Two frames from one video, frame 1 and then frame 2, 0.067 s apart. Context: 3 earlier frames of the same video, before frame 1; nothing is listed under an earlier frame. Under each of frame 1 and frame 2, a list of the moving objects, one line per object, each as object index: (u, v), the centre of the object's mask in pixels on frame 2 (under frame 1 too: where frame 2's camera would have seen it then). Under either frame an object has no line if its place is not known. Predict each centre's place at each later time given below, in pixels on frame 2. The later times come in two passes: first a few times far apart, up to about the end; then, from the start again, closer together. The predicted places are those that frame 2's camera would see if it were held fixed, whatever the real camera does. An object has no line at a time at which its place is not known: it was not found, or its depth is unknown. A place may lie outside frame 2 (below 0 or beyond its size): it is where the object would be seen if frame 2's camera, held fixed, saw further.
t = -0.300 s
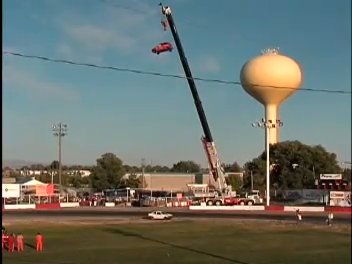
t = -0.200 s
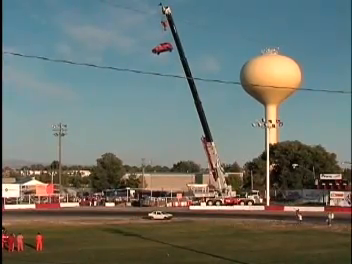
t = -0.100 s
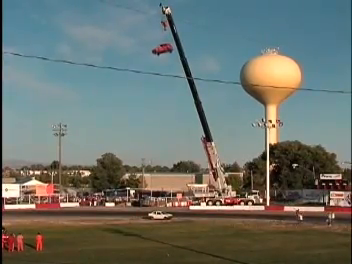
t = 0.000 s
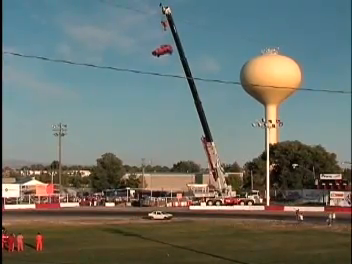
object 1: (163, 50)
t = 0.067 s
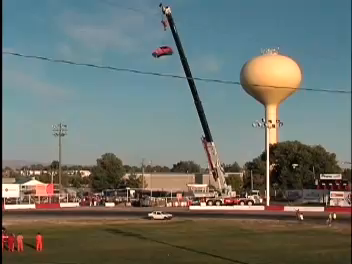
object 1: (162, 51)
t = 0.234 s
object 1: (162, 56)
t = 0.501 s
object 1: (162, 66)
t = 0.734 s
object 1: (163, 78)
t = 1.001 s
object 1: (162, 95)
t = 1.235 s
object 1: (161, 112)
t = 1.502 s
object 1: (161, 136)
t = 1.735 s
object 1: (160, 156)
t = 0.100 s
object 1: (162, 52)
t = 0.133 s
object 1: (162, 53)
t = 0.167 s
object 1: (162, 54)
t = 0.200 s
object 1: (162, 55)
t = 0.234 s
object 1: (162, 56)
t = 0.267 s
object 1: (162, 57)
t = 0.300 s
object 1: (162, 58)
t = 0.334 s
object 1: (162, 59)
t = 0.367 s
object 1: (162, 60)
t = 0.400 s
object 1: (162, 62)
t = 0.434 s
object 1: (162, 63)
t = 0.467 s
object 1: (162, 64)
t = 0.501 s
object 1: (162, 66)
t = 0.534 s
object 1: (162, 67)
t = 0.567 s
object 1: (162, 69)
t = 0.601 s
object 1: (162, 71)
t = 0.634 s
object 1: (162, 72)
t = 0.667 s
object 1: (162, 74)
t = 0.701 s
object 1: (162, 76)
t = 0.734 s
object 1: (163, 78)
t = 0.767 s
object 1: (163, 80)
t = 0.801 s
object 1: (162, 82)
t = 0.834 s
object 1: (162, 84)
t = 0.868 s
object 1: (162, 86)
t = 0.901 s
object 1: (162, 88)
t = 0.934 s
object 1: (163, 90)
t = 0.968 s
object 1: (162, 93)
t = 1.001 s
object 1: (162, 95)
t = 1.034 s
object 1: (162, 98)
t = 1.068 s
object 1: (162, 100)
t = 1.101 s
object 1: (162, 102)
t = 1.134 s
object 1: (161, 105)
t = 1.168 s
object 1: (162, 107)
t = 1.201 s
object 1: (162, 110)
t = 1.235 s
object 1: (161, 112)
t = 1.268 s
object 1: (161, 115)
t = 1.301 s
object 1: (161, 118)
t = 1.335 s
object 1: (161, 121)
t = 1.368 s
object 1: (160, 124)
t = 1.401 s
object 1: (160, 127)
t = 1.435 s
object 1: (161, 130)
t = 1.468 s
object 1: (160, 133)
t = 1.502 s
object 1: (161, 136)
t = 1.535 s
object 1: (161, 138)
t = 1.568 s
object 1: (161, 142)
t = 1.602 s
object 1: (160, 144)
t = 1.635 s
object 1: (160, 147)
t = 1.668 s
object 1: (160, 150)
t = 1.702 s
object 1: (159, 153)
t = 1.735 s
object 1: (160, 156)
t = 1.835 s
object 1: (160, 166)
